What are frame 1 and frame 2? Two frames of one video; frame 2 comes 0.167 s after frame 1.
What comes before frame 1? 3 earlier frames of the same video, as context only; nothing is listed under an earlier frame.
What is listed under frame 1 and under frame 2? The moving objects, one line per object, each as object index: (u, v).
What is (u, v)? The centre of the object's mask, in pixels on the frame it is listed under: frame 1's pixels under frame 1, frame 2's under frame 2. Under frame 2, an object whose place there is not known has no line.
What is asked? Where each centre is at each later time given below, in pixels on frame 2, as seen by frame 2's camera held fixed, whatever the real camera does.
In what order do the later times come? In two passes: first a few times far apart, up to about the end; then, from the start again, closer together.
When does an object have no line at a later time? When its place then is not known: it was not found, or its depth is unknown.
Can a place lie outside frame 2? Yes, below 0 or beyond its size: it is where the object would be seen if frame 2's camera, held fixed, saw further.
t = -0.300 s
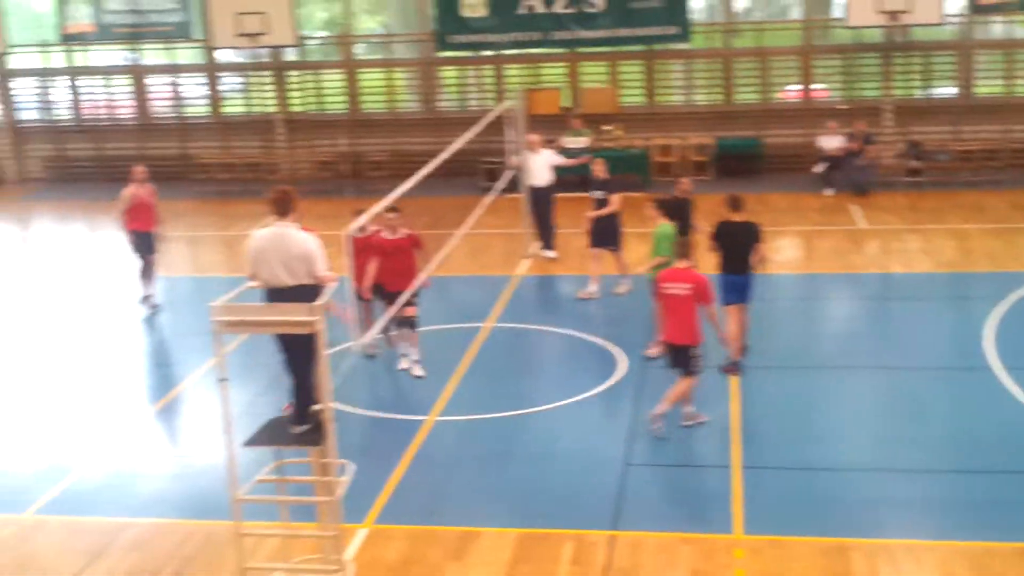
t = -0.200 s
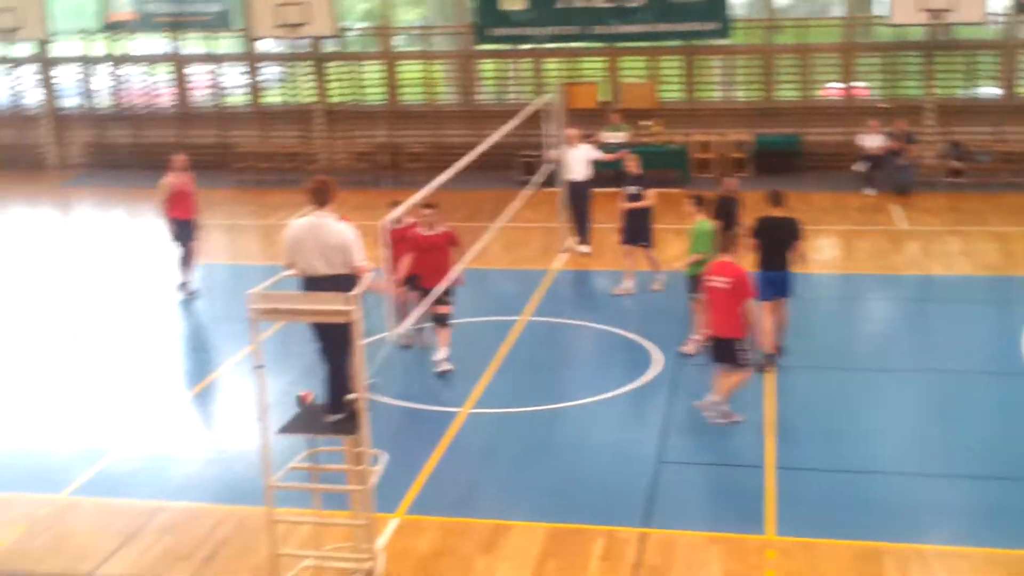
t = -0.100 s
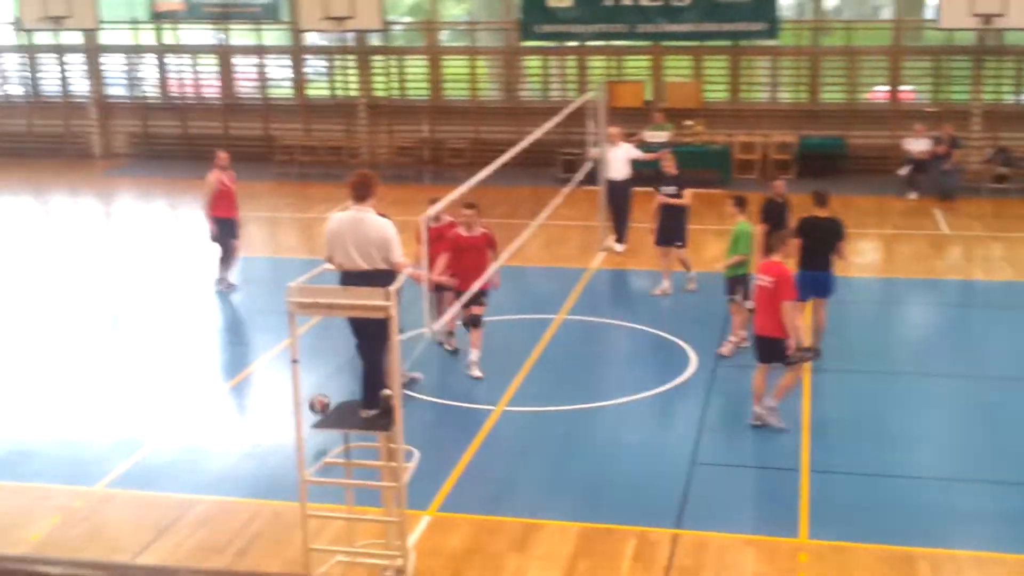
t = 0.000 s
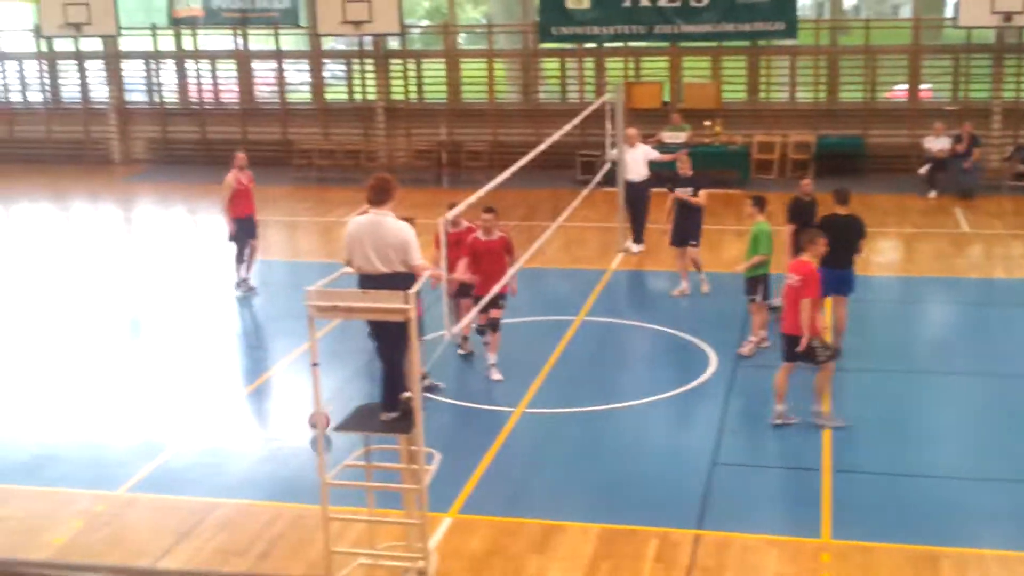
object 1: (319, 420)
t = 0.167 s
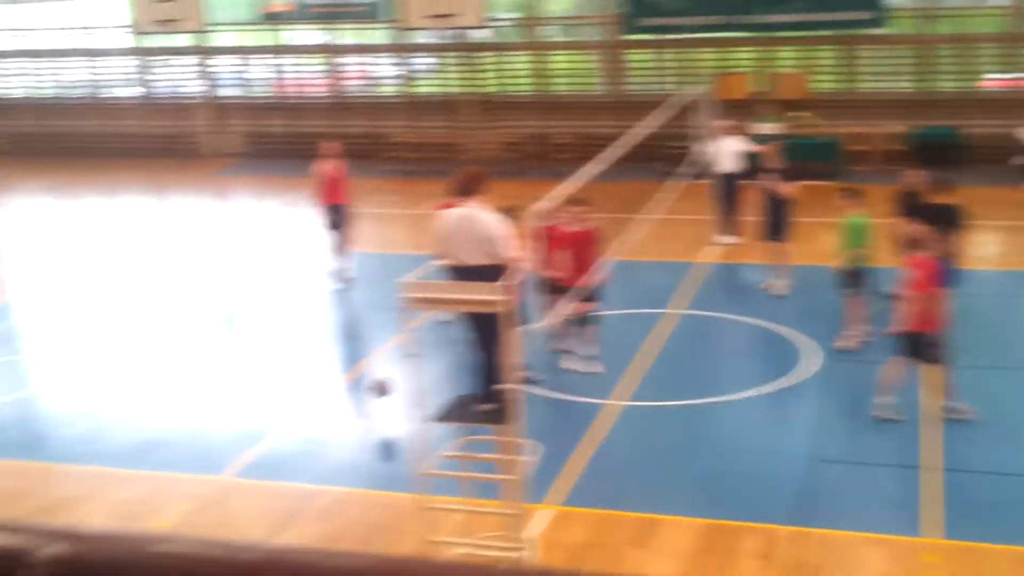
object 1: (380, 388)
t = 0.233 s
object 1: (365, 387)
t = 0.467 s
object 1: (325, 398)
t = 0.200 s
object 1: (370, 386)
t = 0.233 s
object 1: (365, 387)
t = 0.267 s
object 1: (360, 388)
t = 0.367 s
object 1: (341, 395)
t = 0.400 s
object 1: (338, 398)
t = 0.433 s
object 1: (333, 404)
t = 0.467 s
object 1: (325, 398)
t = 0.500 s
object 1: (316, 394)
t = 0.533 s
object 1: (307, 389)
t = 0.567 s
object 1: (300, 387)
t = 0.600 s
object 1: (294, 386)
